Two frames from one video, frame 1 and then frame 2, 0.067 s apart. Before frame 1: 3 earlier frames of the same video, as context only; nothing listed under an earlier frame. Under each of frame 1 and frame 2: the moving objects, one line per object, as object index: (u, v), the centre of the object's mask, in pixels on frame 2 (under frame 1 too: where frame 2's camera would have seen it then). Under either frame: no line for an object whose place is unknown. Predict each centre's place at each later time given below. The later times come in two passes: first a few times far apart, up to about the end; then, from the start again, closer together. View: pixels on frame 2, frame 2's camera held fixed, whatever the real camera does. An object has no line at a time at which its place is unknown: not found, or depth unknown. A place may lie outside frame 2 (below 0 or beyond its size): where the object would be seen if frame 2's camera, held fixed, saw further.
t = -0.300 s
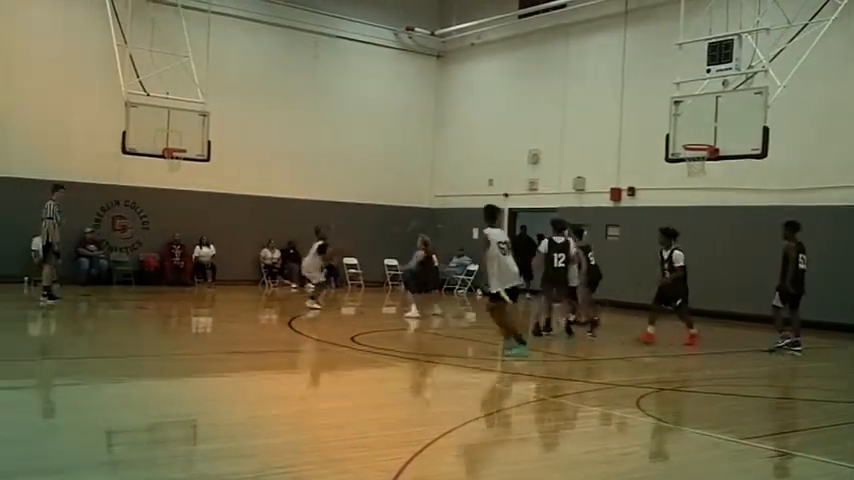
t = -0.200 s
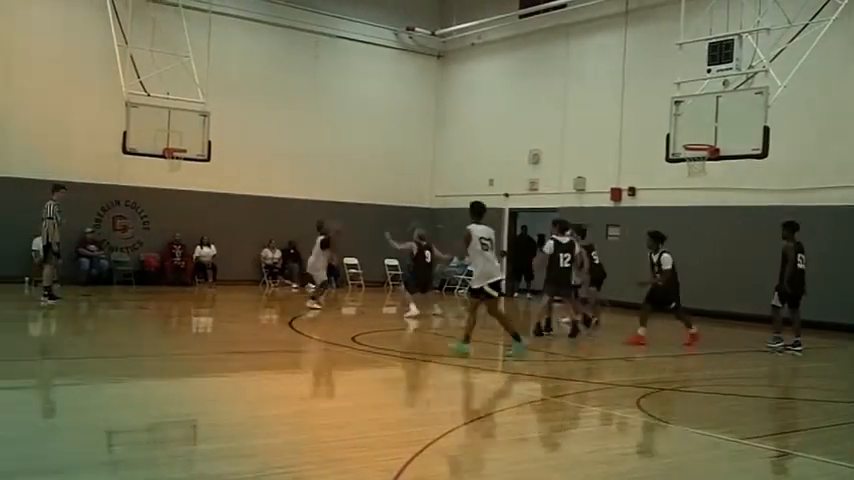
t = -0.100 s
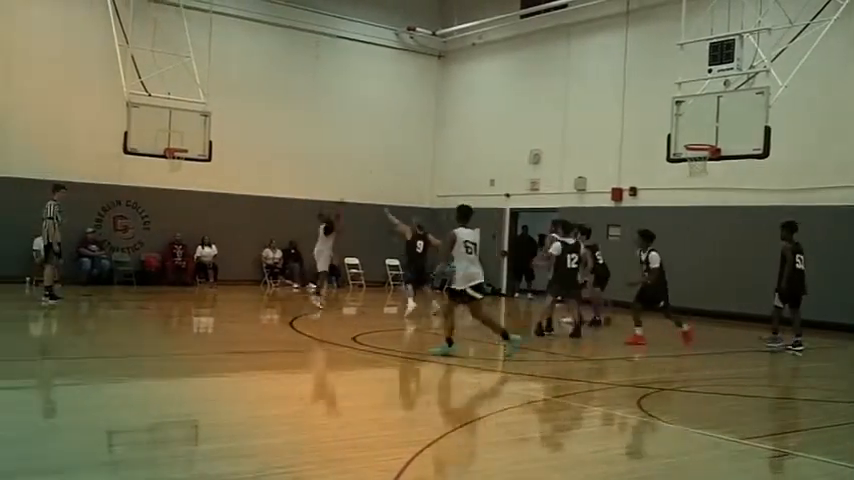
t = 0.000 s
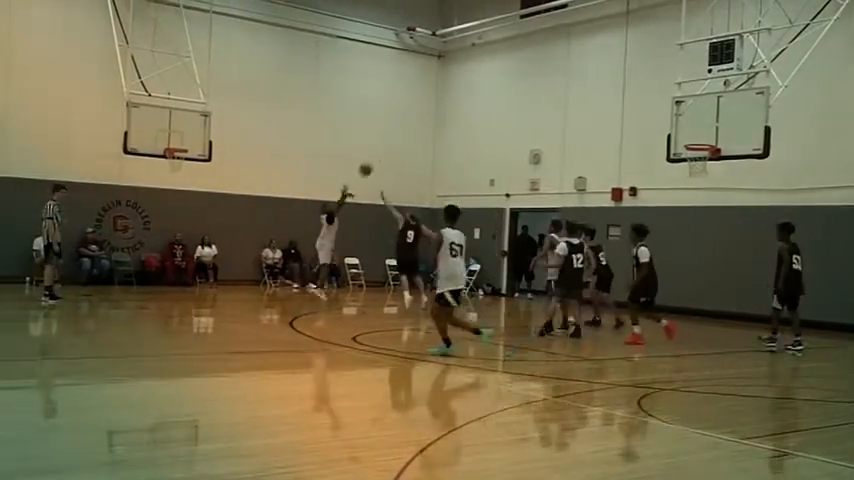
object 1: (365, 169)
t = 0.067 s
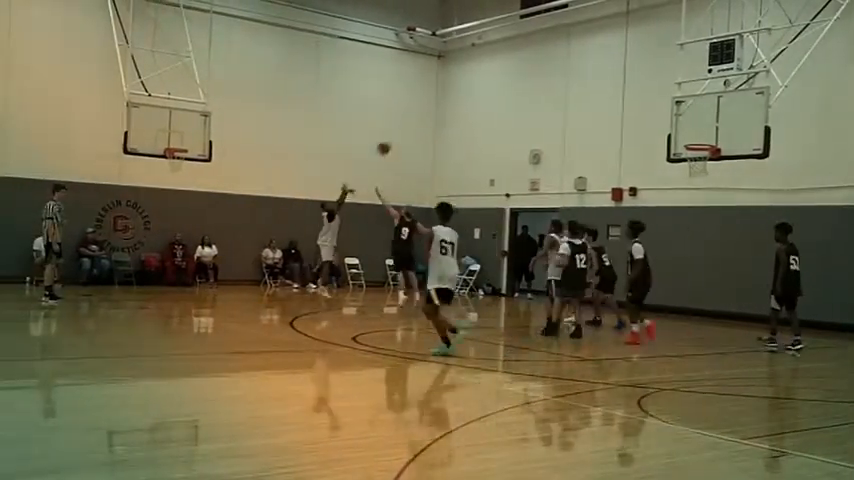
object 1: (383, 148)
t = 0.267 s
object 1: (439, 96)
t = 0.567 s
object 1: (522, 57)
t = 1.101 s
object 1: (674, 114)
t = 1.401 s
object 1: (693, 158)
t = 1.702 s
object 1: (676, 166)
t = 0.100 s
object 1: (392, 138)
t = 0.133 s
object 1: (402, 128)
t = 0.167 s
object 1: (411, 119)
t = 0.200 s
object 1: (420, 111)
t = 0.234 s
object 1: (429, 103)
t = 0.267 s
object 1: (439, 96)
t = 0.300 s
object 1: (448, 89)
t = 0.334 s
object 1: (458, 83)
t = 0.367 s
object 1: (467, 77)
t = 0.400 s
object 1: (476, 72)
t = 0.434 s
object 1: (485, 67)
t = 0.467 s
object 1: (495, 63)
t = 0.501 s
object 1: (503, 61)
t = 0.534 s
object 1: (513, 58)
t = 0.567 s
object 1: (522, 57)
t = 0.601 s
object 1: (531, 55)
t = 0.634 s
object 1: (541, 54)
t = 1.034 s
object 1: (655, 97)
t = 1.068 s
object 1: (664, 105)
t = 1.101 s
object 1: (674, 114)
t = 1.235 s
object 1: (704, 153)
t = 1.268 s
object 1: (705, 161)
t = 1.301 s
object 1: (703, 162)
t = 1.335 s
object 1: (700, 161)
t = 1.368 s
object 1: (696, 161)
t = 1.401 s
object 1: (693, 158)
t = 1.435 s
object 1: (690, 157)
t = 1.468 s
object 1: (689, 156)
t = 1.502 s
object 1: (688, 155)
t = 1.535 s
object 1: (686, 155)
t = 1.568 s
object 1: (685, 156)
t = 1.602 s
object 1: (683, 158)
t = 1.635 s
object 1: (680, 161)
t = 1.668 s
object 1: (678, 164)
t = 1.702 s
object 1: (676, 166)
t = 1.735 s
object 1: (674, 172)
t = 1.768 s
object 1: (672, 176)
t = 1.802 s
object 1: (670, 182)
